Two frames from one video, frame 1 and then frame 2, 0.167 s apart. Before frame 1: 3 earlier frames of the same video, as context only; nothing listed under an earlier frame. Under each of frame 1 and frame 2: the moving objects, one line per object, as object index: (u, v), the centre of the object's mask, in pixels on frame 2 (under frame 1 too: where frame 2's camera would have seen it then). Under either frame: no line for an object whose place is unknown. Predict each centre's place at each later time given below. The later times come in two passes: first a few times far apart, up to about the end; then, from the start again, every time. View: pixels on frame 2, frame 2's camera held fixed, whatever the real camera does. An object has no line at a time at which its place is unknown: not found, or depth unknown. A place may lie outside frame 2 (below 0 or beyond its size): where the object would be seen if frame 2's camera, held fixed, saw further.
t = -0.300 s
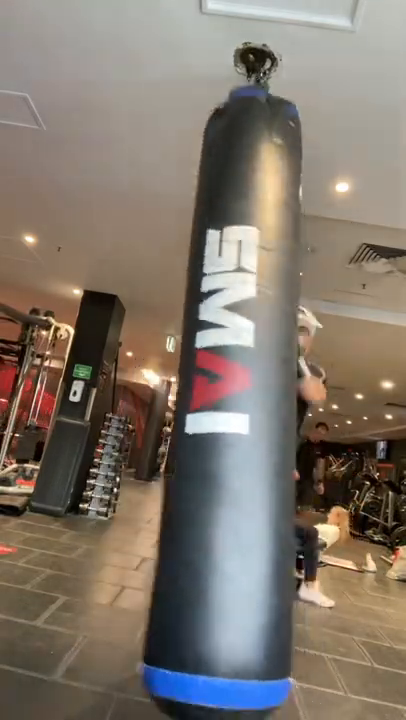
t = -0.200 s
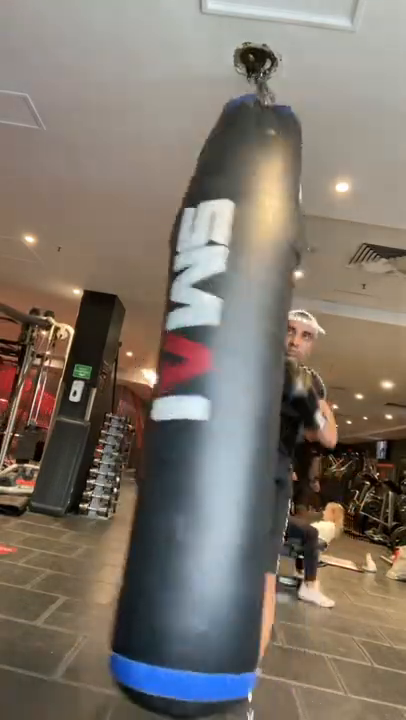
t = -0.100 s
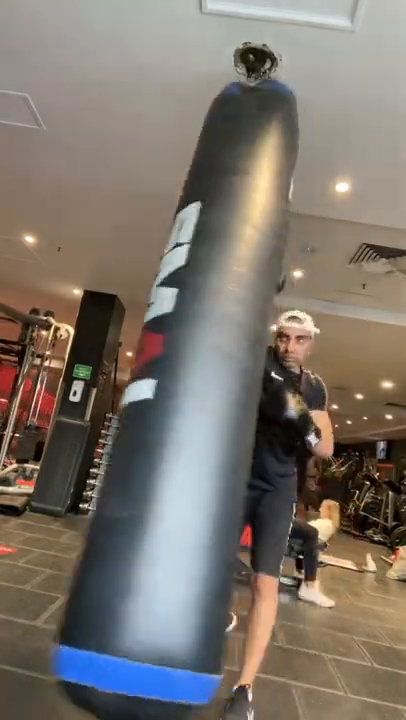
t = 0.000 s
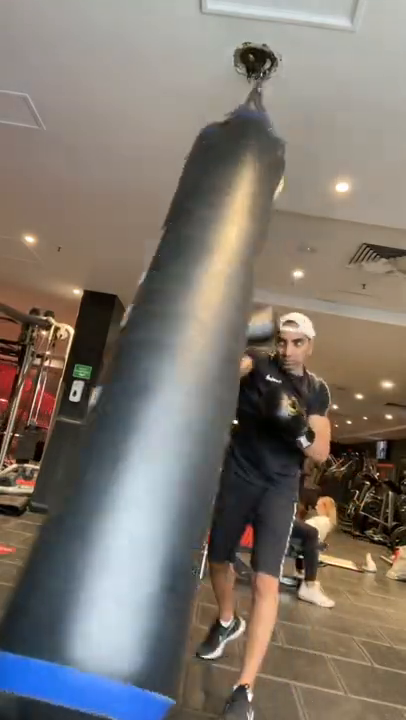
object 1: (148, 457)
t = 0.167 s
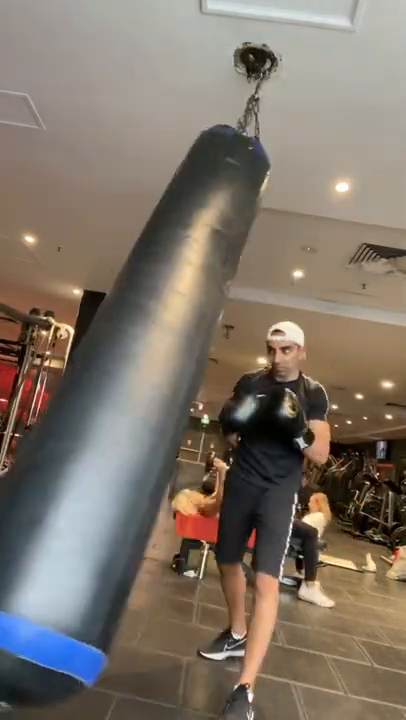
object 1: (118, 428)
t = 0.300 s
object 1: (114, 404)
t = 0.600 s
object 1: (121, 411)
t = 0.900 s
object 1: (167, 391)
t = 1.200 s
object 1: (210, 376)
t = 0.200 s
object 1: (116, 420)
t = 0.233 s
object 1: (115, 415)
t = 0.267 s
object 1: (114, 408)
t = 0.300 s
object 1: (114, 404)
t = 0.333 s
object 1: (113, 400)
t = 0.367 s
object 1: (111, 399)
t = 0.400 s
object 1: (111, 399)
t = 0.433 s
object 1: (110, 403)
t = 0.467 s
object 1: (110, 406)
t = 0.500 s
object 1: (112, 409)
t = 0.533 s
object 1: (114, 411)
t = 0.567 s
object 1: (117, 412)
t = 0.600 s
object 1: (121, 411)
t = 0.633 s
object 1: (123, 412)
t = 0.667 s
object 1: (129, 409)
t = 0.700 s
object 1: (133, 407)
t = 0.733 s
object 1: (138, 404)
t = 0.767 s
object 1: (143, 401)
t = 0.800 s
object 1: (147, 401)
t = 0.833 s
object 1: (154, 397)
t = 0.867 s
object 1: (161, 395)
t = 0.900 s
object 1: (167, 391)
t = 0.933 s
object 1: (173, 388)
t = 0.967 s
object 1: (178, 385)
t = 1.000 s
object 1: (183, 382)
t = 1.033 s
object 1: (187, 380)
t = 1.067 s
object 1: (191, 378)
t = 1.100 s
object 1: (196, 378)
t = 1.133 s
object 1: (200, 377)
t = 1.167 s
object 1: (205, 376)
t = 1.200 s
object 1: (210, 376)
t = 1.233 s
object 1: (214, 375)
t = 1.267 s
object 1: (218, 375)
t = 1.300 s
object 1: (222, 375)
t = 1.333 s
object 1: (226, 375)
